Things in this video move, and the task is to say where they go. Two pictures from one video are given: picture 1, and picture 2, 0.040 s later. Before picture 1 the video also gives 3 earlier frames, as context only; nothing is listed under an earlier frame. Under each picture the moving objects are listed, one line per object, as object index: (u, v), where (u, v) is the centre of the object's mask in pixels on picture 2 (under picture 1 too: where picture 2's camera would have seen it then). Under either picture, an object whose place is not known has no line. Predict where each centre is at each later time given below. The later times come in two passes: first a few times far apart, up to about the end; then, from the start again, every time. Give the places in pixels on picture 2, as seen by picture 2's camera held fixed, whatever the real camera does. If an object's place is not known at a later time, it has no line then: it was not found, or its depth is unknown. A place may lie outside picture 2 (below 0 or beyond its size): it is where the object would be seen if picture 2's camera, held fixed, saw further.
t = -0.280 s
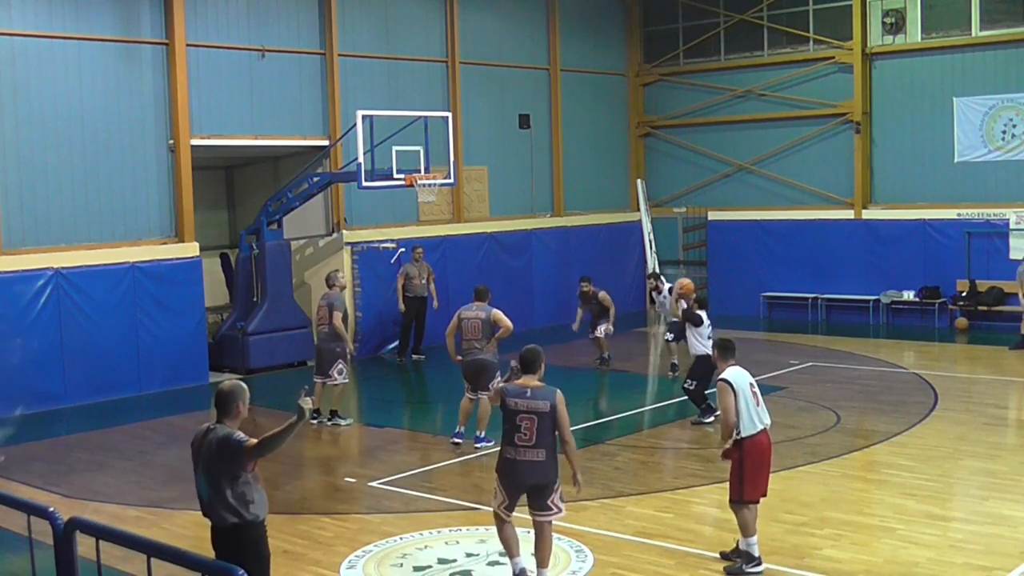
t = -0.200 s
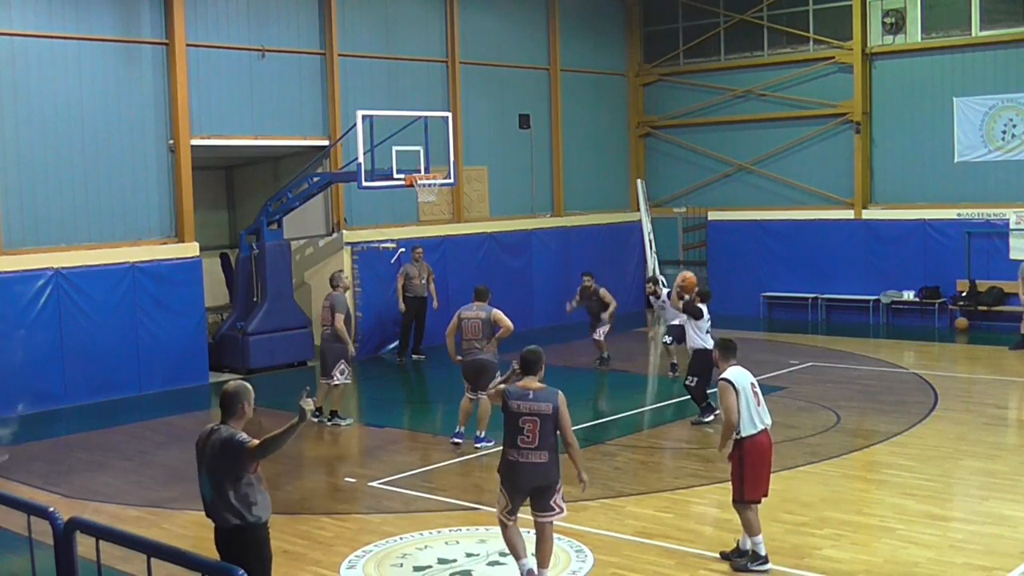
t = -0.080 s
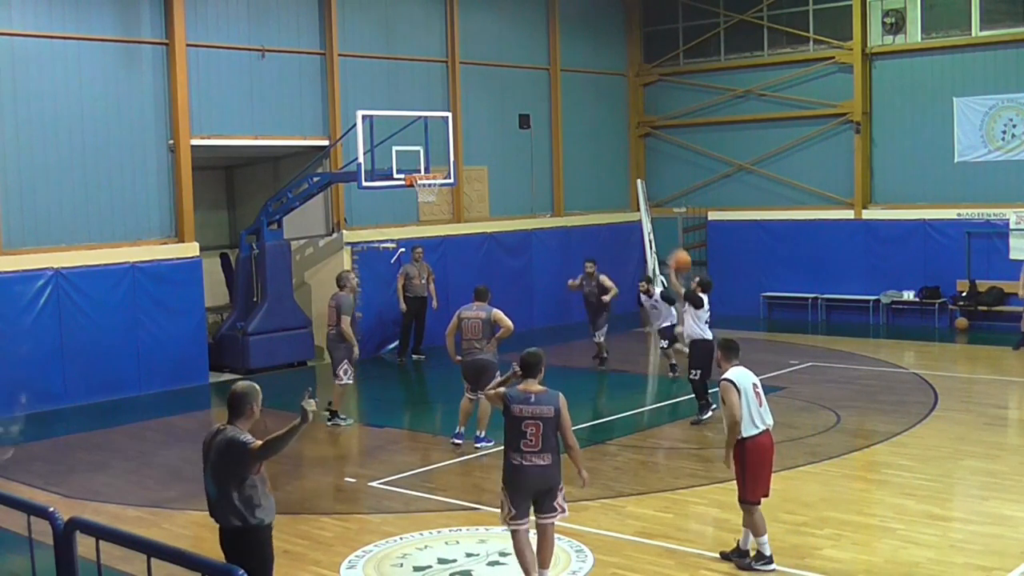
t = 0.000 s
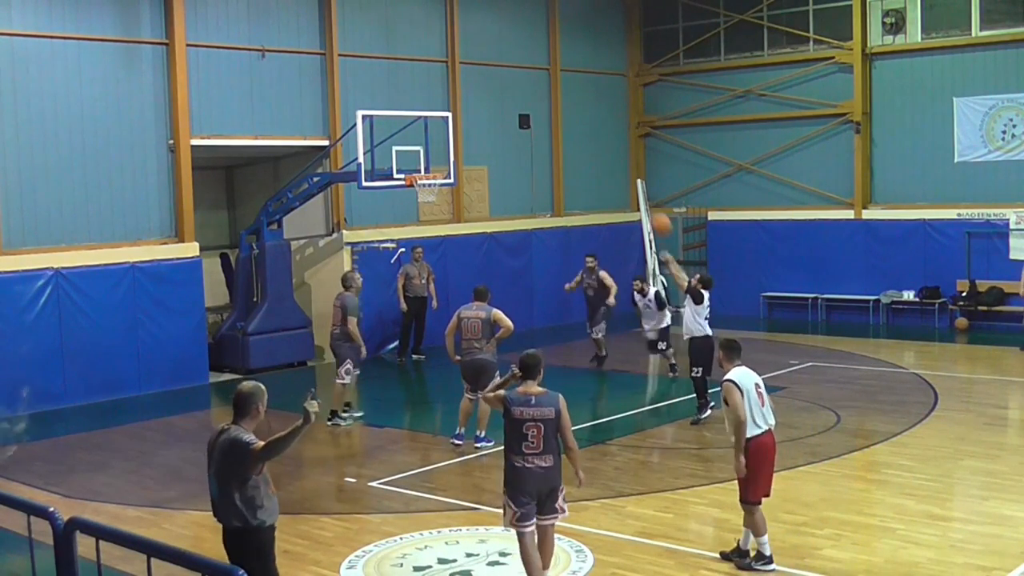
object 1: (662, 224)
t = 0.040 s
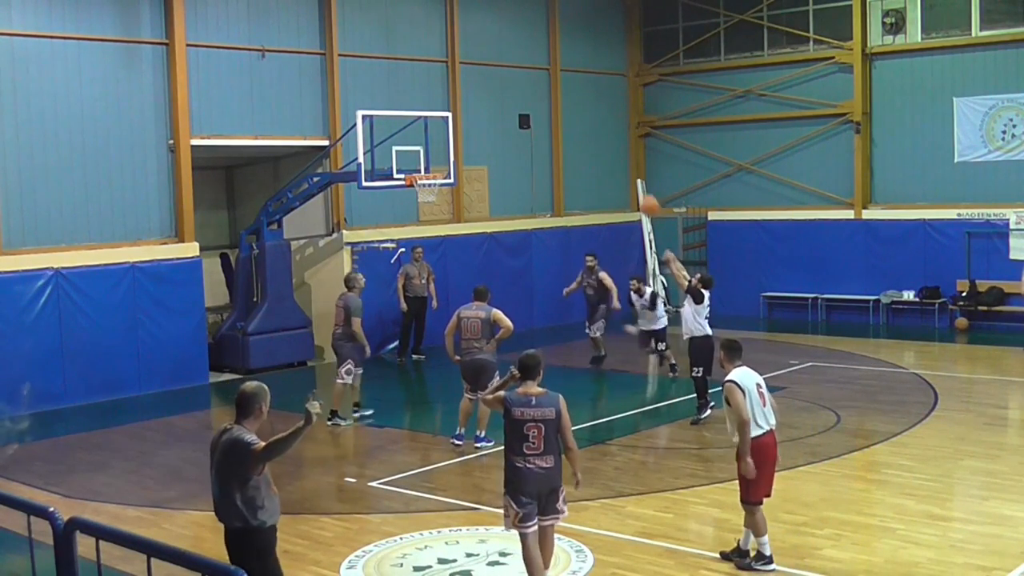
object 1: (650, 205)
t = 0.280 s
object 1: (587, 128)
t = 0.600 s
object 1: (510, 99)
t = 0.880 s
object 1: (454, 135)
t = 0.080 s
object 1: (638, 188)
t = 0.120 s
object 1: (629, 173)
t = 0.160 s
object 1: (618, 160)
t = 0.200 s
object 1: (609, 148)
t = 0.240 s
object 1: (597, 138)
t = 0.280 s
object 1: (587, 128)
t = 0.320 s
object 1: (577, 120)
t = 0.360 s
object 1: (567, 113)
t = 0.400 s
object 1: (555, 107)
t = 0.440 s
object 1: (545, 103)
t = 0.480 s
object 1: (536, 100)
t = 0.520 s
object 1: (528, 99)
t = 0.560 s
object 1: (519, 98)
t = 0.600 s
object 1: (510, 99)
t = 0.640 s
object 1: (502, 101)
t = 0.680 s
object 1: (494, 105)
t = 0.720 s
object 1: (486, 108)
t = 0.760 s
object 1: (477, 114)
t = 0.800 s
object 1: (470, 120)
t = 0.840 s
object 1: (462, 127)
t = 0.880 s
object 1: (454, 135)
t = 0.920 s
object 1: (447, 145)
